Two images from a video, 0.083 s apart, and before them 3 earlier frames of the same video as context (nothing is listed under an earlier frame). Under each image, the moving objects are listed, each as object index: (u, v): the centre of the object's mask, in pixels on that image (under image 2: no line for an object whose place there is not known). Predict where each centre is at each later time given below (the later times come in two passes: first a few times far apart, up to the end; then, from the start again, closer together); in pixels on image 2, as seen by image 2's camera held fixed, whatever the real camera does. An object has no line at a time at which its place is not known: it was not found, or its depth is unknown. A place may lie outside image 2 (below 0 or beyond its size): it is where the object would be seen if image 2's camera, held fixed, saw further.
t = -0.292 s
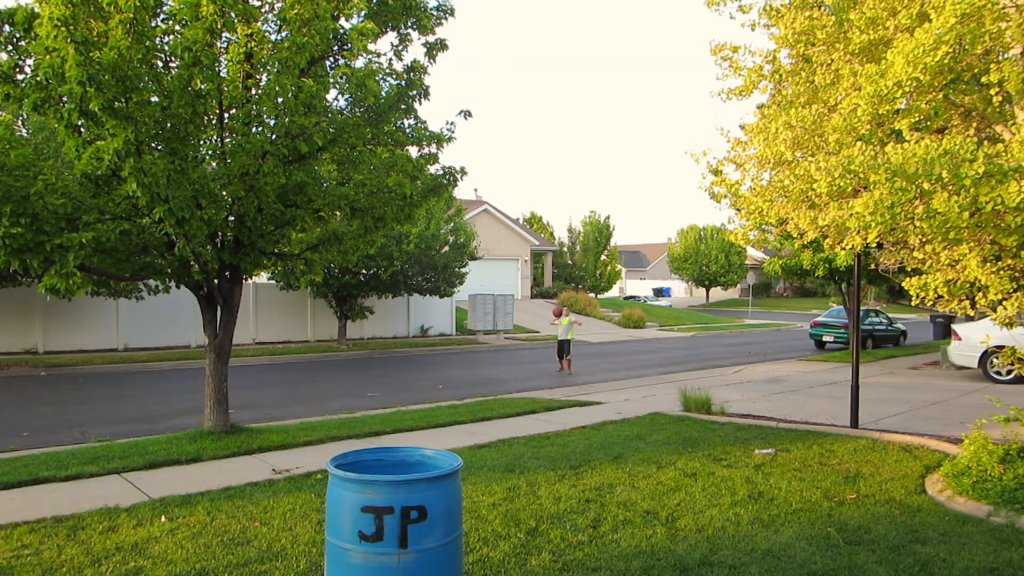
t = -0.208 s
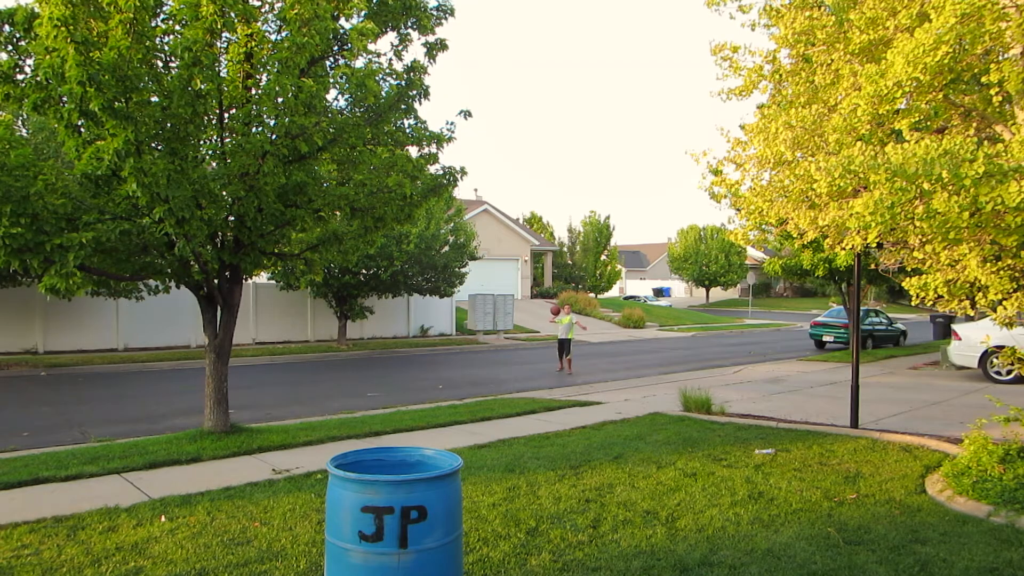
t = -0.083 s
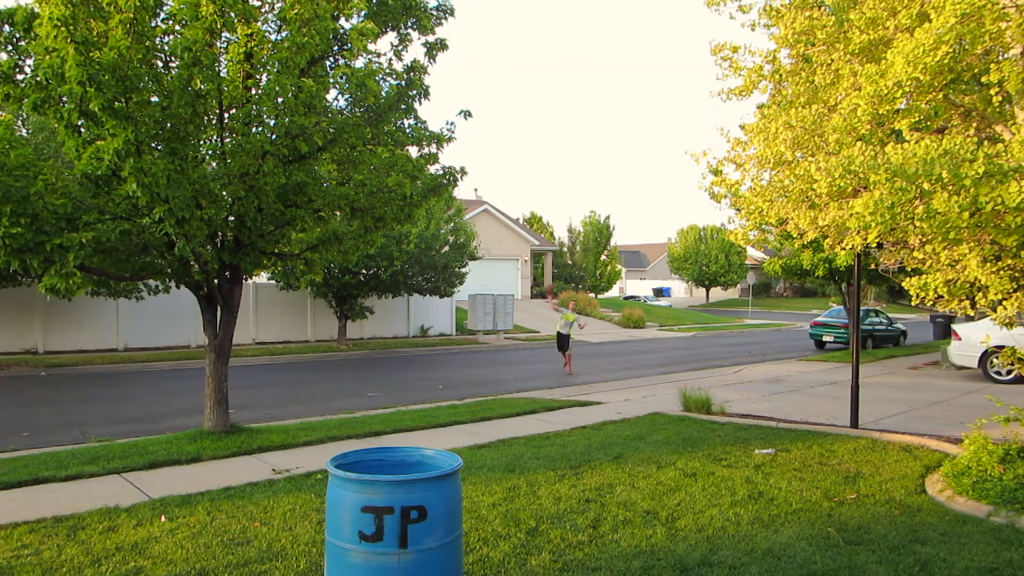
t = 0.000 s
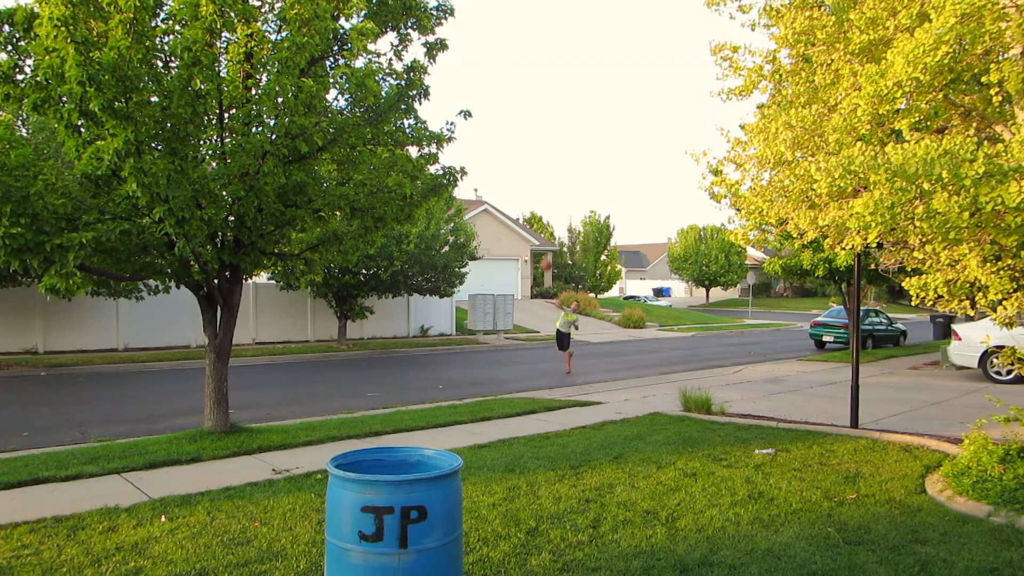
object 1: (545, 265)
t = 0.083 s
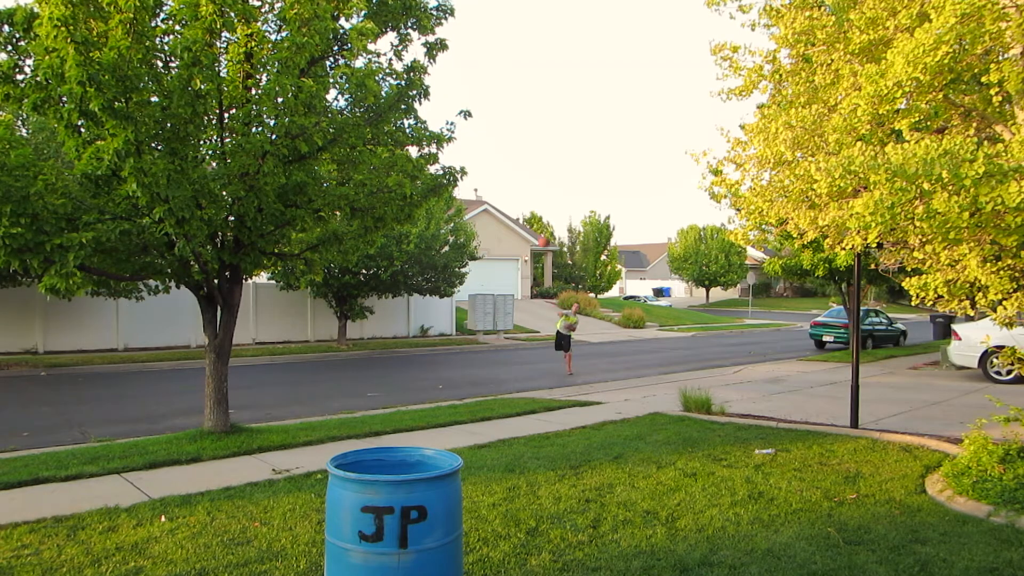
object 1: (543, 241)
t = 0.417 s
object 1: (533, 158)
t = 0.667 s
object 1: (521, 115)
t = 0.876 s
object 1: (508, 103)
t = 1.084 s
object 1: (489, 133)
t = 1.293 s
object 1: (454, 261)
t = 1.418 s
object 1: (419, 451)
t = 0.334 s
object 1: (536, 177)
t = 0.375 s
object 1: (535, 167)
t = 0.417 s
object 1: (533, 158)
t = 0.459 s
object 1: (531, 149)
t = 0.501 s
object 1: (529, 141)
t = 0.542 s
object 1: (527, 134)
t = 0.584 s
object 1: (525, 127)
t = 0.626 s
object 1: (523, 121)
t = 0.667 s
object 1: (521, 115)
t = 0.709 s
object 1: (519, 110)
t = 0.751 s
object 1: (517, 106)
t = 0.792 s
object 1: (514, 104)
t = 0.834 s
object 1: (511, 103)
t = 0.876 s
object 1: (508, 103)
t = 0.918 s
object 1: (505, 105)
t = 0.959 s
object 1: (502, 108)
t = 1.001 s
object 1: (498, 113)
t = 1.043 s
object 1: (493, 122)
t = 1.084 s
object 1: (489, 133)
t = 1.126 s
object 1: (484, 148)
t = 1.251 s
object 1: (463, 220)
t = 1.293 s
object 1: (454, 261)
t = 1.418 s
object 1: (419, 451)
